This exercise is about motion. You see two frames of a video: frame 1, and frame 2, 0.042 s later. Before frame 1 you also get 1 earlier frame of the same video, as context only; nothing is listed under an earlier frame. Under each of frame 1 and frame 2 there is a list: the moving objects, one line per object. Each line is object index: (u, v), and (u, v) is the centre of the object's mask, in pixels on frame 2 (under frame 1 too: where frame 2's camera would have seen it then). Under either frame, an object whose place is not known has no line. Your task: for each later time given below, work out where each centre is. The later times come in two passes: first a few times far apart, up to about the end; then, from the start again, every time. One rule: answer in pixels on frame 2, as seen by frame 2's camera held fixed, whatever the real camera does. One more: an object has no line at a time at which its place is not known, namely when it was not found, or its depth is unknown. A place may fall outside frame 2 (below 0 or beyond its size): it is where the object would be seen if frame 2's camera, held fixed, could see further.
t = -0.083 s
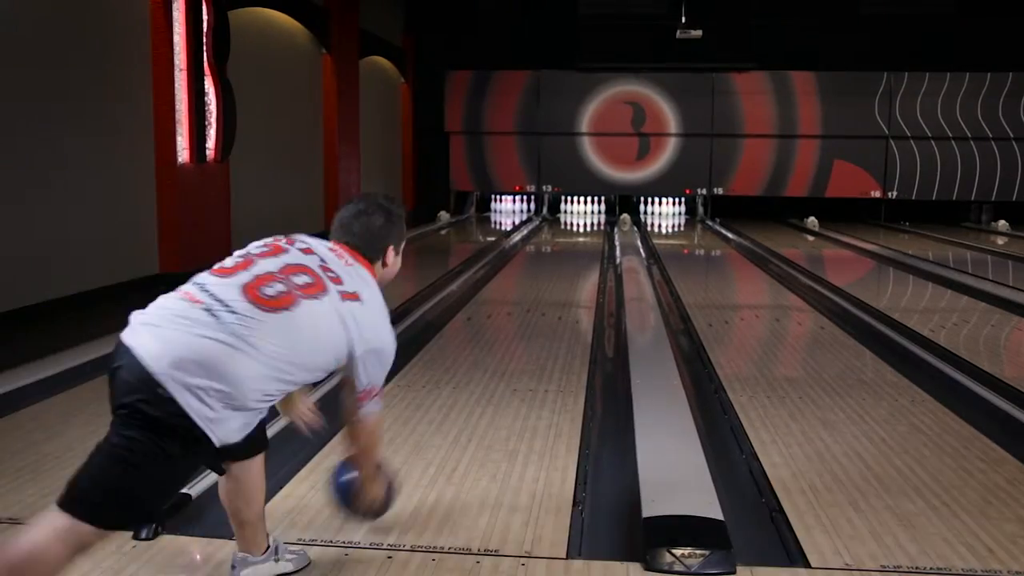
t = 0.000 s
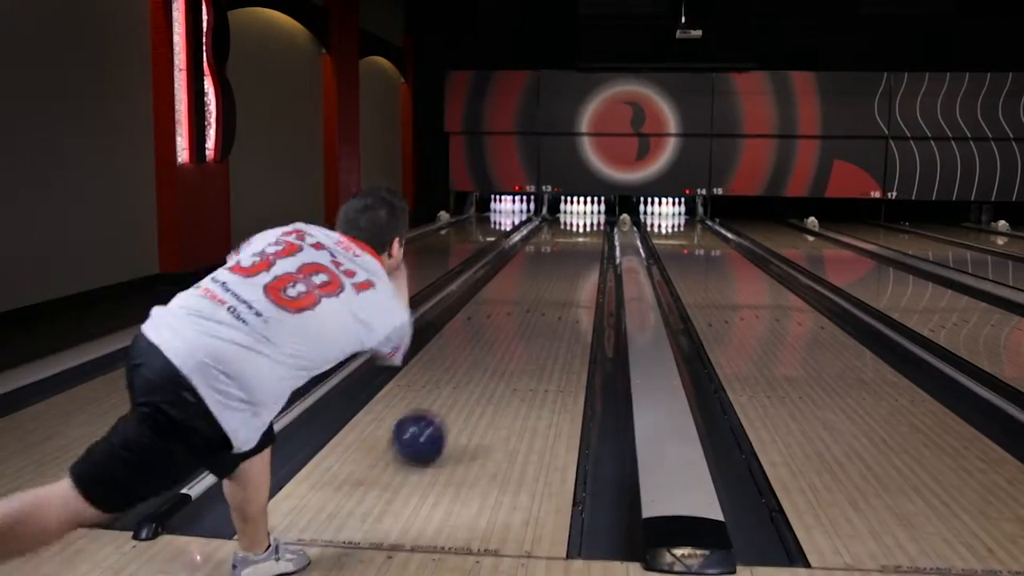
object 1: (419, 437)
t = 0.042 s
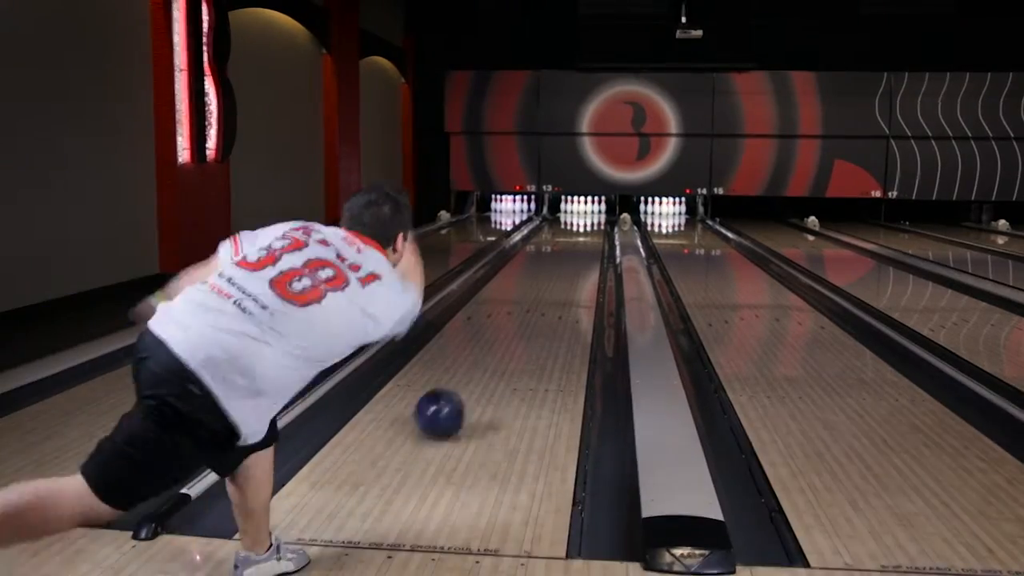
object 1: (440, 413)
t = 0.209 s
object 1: (494, 352)
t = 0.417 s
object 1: (533, 304)
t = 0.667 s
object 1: (559, 272)
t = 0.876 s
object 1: (572, 254)
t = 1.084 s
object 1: (581, 241)
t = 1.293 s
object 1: (587, 231)
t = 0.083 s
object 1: (457, 396)
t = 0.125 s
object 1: (472, 379)
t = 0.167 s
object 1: (484, 364)
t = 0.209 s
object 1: (494, 352)
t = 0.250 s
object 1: (504, 340)
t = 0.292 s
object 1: (513, 329)
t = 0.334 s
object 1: (521, 320)
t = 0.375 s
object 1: (527, 312)
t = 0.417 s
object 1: (533, 304)
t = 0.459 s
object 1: (538, 297)
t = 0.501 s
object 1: (543, 291)
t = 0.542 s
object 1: (548, 286)
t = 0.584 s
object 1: (552, 280)
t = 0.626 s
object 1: (555, 276)
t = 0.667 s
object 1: (559, 272)
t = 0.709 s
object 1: (562, 268)
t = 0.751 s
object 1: (565, 264)
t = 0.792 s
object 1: (567, 260)
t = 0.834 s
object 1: (570, 257)
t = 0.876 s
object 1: (572, 254)
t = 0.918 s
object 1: (574, 251)
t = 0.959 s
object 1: (576, 249)
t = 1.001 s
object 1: (578, 246)
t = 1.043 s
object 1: (580, 243)
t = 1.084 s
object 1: (581, 241)
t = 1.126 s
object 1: (582, 239)
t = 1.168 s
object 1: (584, 237)
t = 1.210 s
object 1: (585, 235)
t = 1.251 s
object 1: (586, 233)
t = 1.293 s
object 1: (587, 231)
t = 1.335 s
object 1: (588, 230)
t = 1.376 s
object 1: (588, 229)
